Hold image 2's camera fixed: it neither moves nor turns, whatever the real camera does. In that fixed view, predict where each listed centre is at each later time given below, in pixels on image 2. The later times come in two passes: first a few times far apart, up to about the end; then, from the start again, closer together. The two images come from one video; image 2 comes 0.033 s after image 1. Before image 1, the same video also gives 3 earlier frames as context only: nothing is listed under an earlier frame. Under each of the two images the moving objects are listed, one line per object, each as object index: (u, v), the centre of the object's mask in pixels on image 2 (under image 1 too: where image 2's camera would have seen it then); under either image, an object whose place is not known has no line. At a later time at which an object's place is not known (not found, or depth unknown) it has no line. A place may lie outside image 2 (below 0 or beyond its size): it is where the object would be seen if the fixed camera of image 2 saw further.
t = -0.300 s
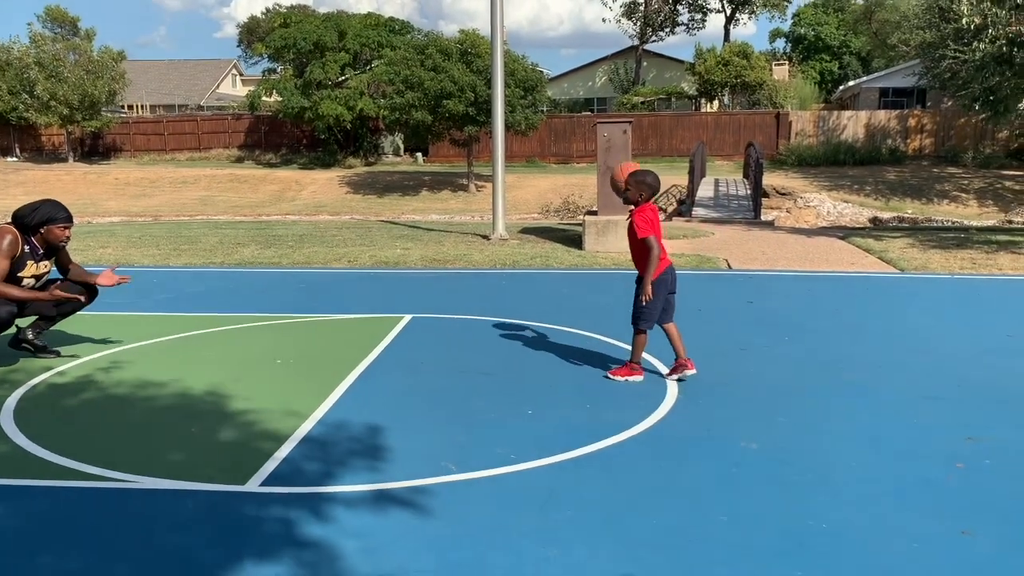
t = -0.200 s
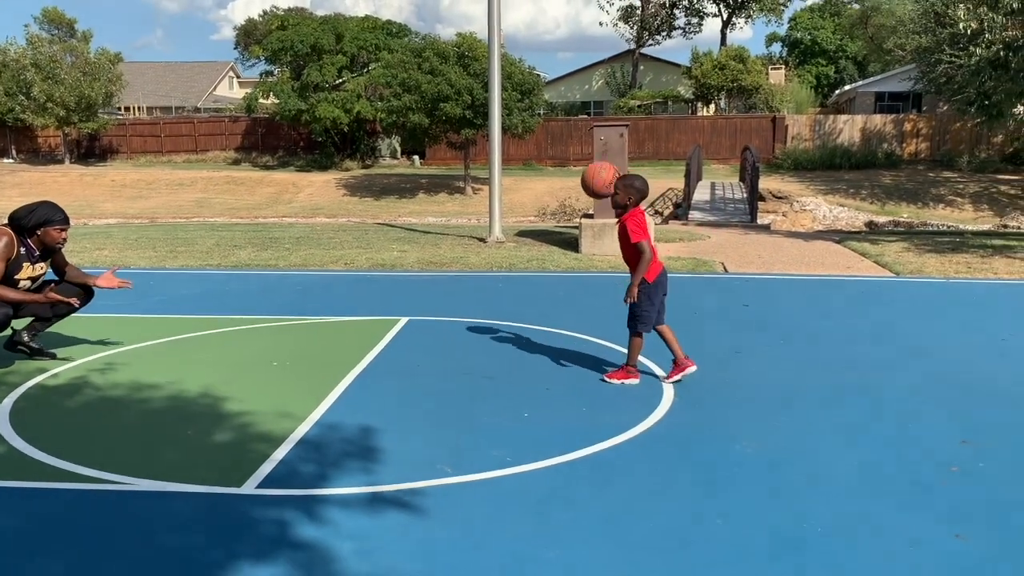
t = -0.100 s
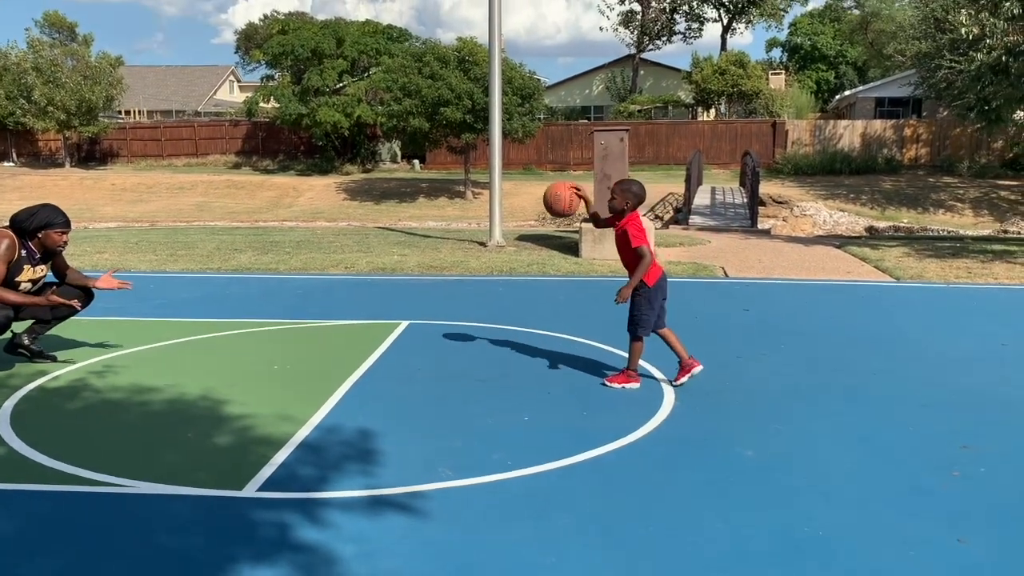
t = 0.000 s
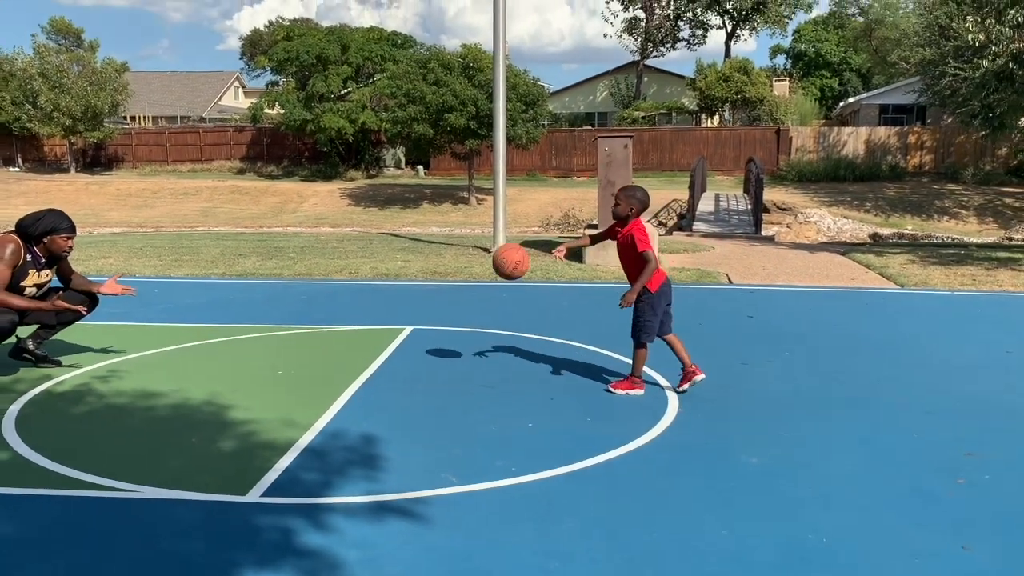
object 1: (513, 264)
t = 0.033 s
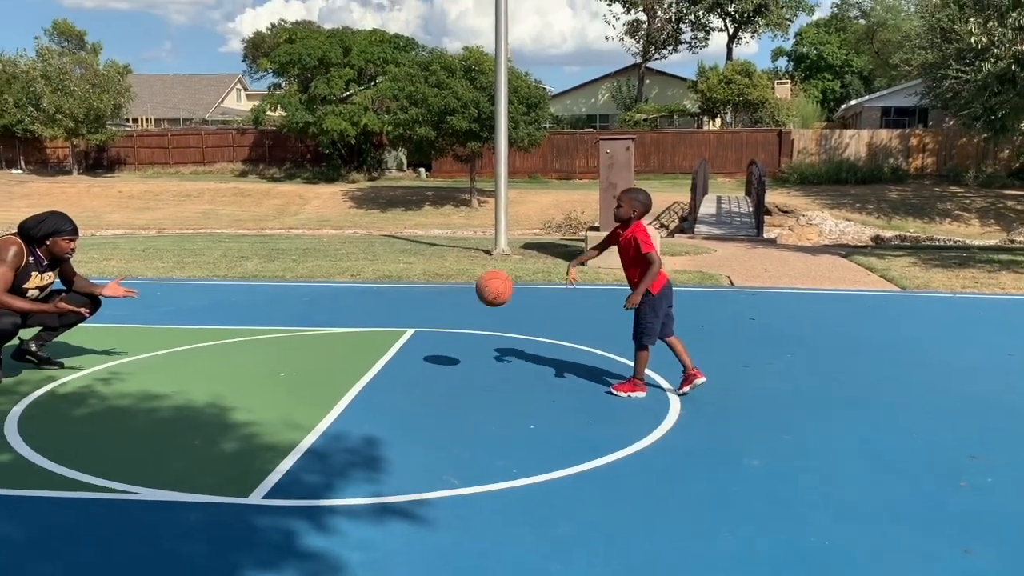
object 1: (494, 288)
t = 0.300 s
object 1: (407, 280)
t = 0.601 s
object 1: (348, 235)
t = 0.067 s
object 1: (476, 314)
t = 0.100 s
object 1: (458, 341)
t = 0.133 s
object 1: (442, 367)
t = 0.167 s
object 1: (435, 347)
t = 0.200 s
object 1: (428, 327)
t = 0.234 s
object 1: (421, 310)
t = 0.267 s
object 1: (415, 294)
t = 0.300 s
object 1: (407, 280)
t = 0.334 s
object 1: (401, 268)
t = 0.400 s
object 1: (388, 250)
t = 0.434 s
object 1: (381, 243)
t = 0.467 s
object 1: (374, 238)
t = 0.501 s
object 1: (368, 234)
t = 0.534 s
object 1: (361, 233)
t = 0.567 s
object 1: (355, 233)
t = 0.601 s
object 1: (348, 235)
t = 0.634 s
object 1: (342, 239)
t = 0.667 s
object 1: (334, 245)
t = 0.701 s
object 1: (329, 253)
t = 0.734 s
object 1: (322, 262)
